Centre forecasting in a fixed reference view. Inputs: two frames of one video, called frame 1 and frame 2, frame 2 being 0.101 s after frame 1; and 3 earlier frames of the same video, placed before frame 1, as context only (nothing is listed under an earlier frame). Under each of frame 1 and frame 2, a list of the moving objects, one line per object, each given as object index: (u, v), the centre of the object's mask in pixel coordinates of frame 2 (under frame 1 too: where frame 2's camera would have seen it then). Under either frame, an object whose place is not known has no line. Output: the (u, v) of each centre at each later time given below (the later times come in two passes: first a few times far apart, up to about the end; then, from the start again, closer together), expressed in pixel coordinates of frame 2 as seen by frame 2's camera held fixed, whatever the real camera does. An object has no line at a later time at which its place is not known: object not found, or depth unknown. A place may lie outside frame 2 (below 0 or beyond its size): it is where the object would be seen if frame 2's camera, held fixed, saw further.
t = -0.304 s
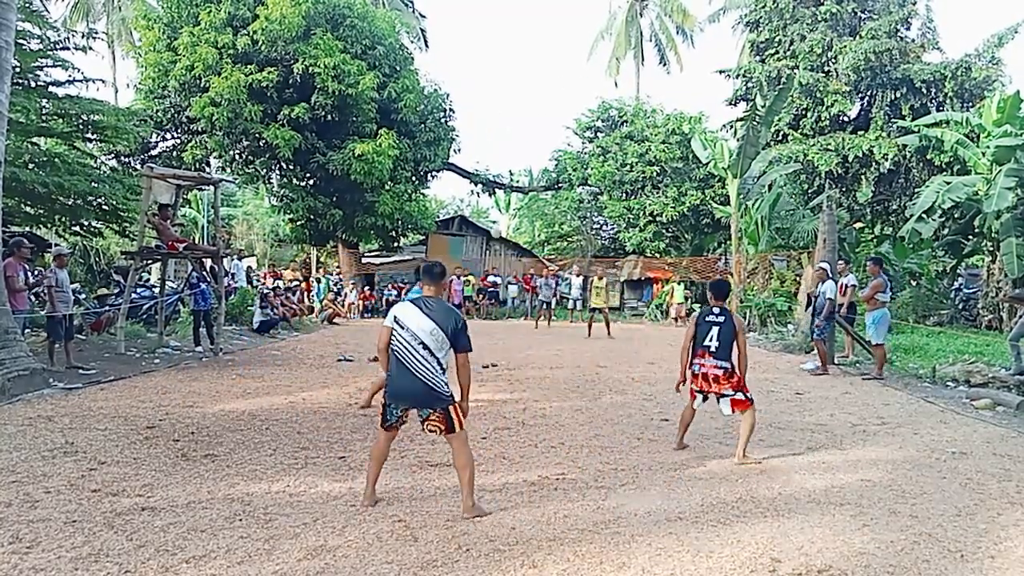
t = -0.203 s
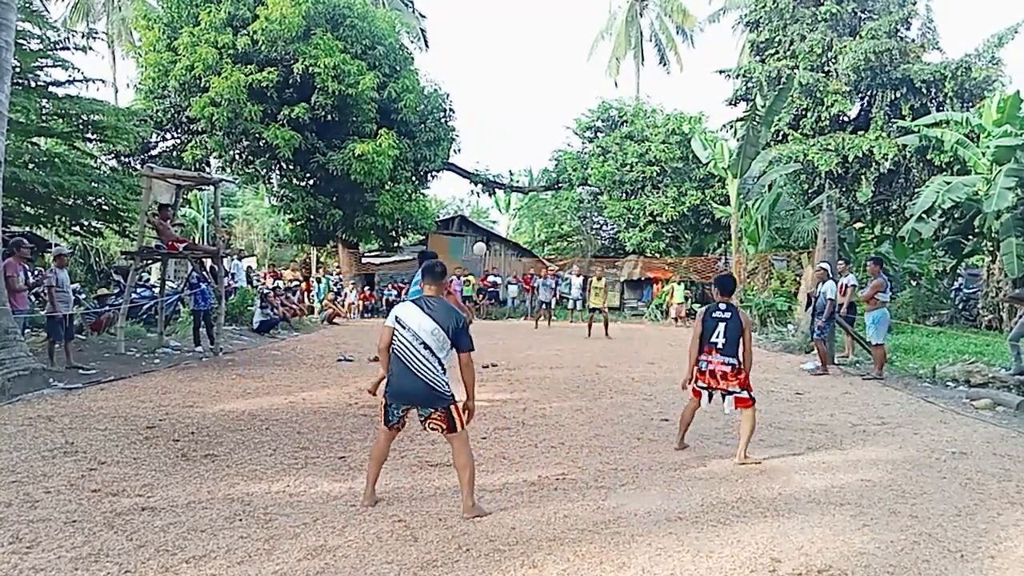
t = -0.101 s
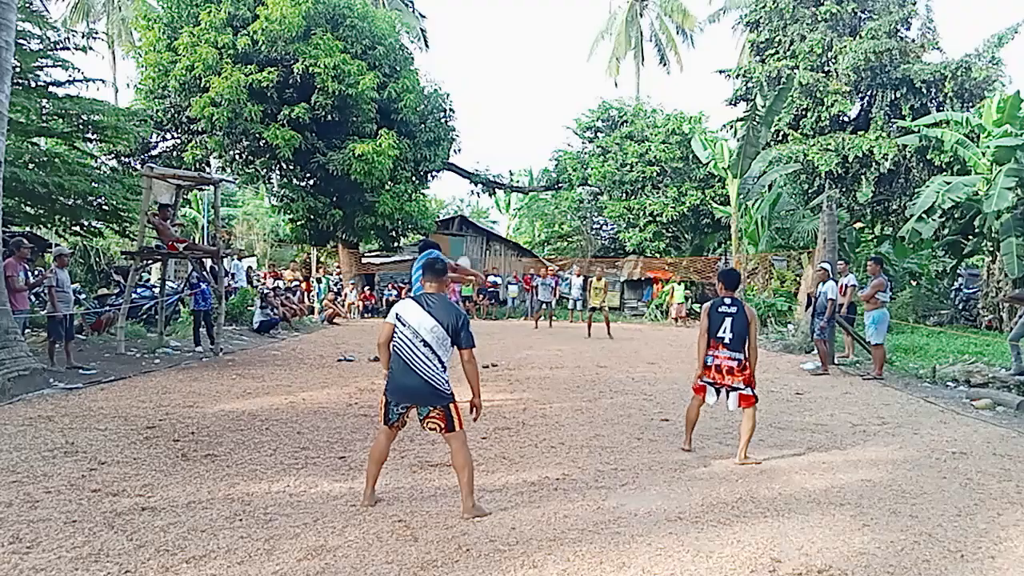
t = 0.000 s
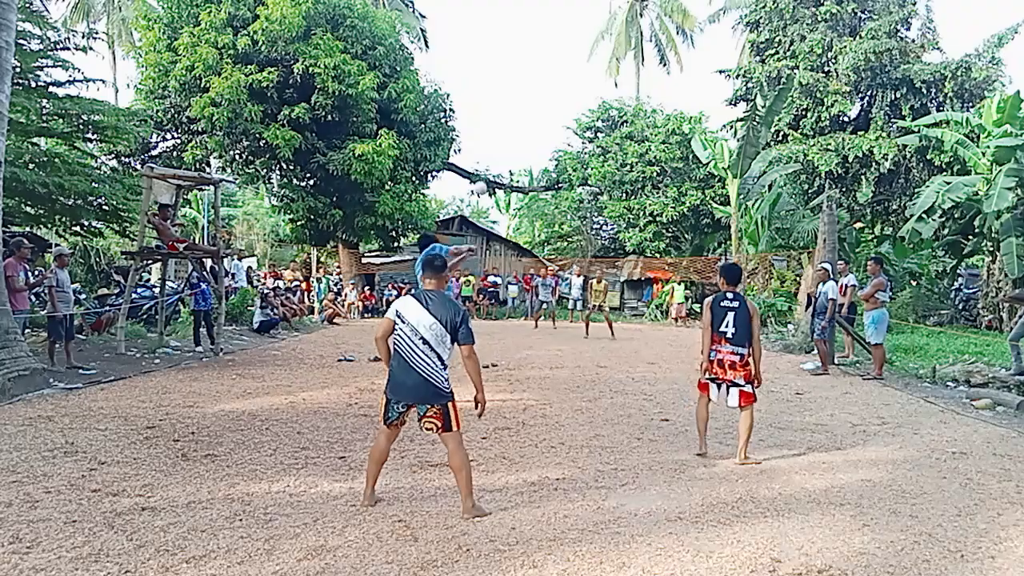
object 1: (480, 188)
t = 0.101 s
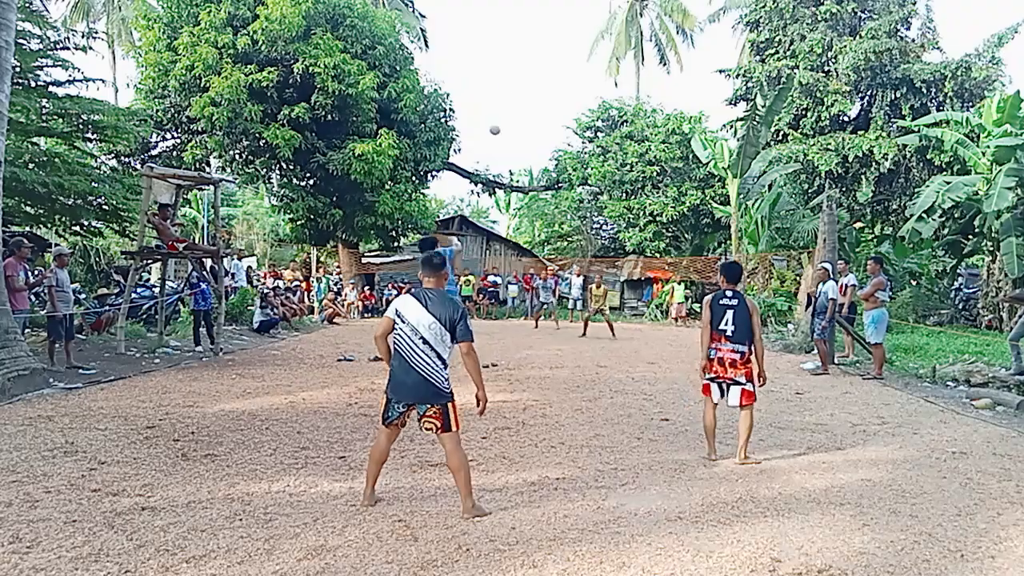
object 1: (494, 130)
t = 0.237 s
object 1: (511, 75)
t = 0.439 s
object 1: (533, 30)
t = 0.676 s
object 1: (553, 20)
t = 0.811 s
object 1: (563, 29)
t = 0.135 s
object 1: (497, 114)
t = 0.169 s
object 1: (503, 99)
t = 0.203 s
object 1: (507, 86)
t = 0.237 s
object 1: (511, 75)
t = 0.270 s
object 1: (515, 64)
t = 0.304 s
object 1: (519, 56)
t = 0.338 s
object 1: (523, 47)
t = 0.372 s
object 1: (526, 41)
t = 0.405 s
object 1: (529, 35)
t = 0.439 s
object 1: (533, 30)
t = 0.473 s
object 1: (536, 26)
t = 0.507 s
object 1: (539, 23)
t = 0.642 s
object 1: (551, 19)
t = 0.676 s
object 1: (553, 20)
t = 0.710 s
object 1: (556, 21)
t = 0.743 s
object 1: (558, 23)
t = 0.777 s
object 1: (560, 26)
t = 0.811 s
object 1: (563, 29)
